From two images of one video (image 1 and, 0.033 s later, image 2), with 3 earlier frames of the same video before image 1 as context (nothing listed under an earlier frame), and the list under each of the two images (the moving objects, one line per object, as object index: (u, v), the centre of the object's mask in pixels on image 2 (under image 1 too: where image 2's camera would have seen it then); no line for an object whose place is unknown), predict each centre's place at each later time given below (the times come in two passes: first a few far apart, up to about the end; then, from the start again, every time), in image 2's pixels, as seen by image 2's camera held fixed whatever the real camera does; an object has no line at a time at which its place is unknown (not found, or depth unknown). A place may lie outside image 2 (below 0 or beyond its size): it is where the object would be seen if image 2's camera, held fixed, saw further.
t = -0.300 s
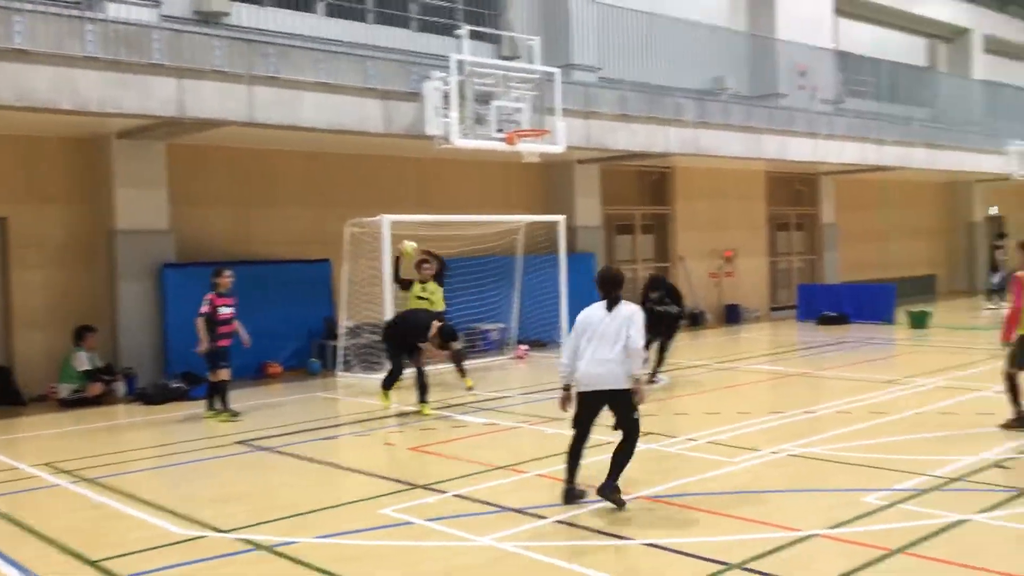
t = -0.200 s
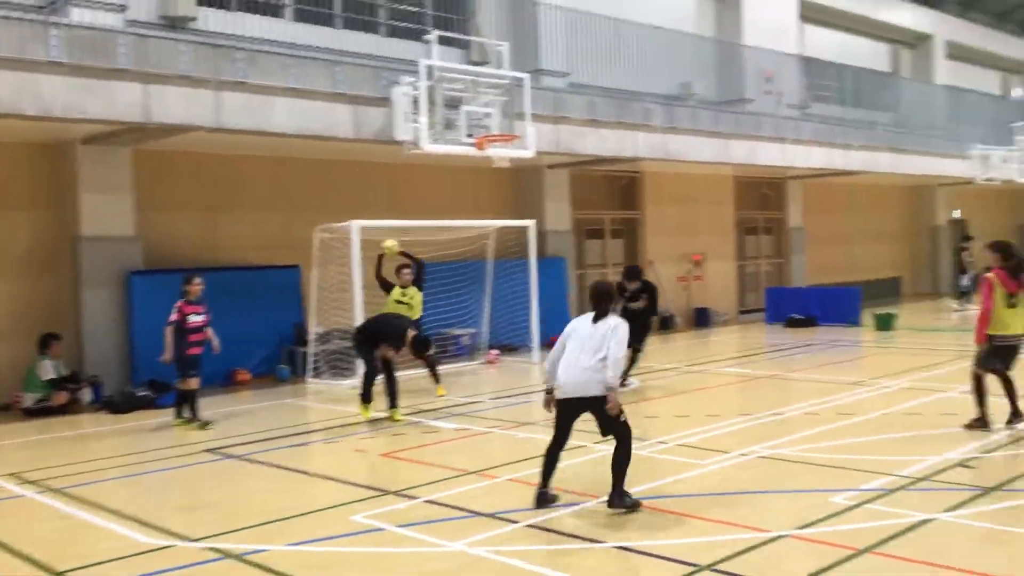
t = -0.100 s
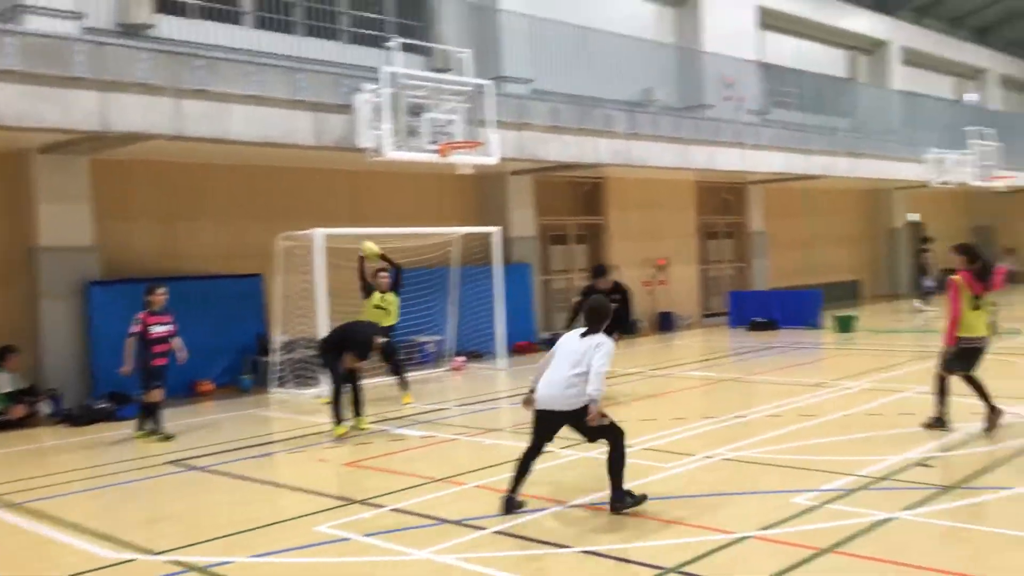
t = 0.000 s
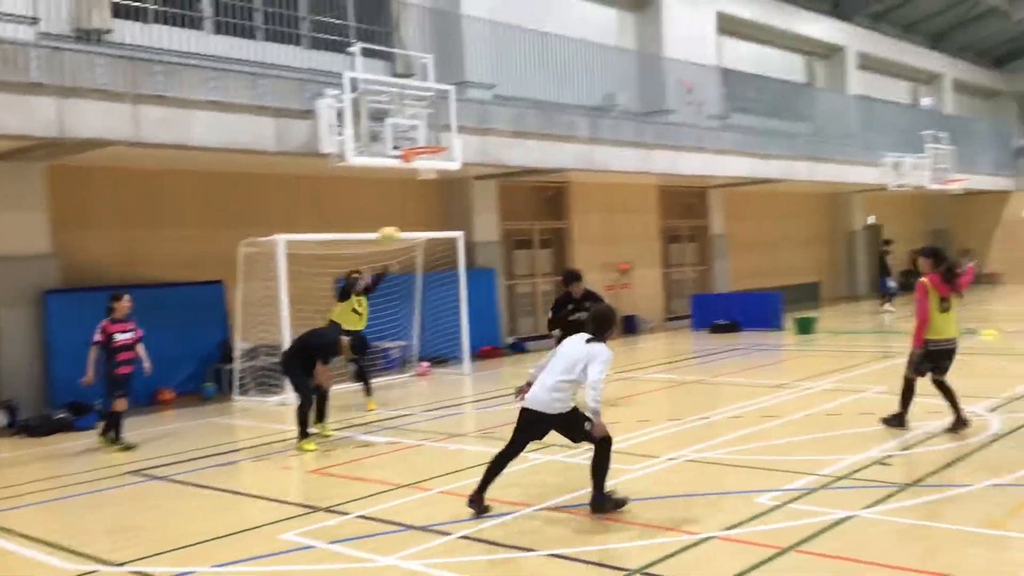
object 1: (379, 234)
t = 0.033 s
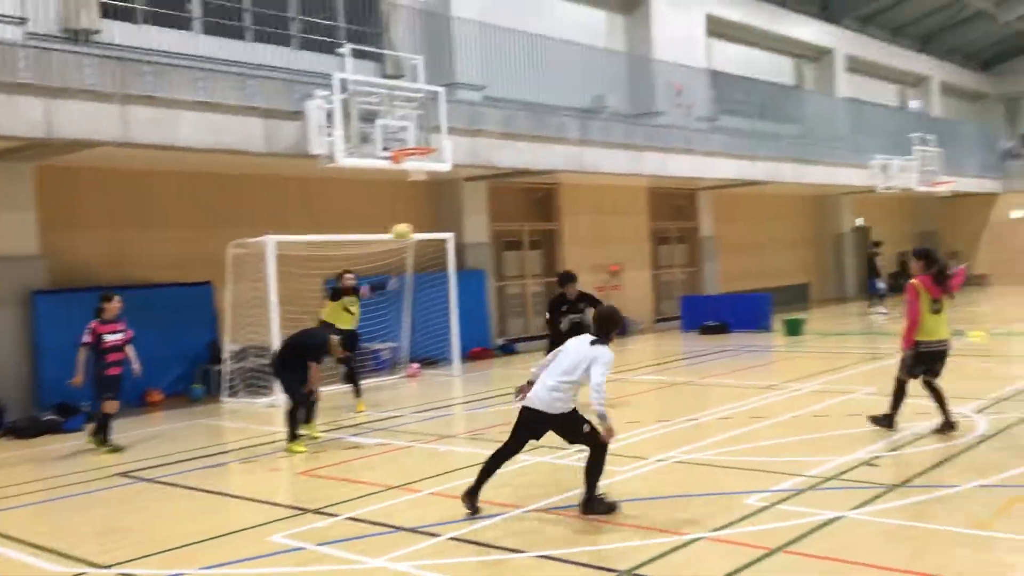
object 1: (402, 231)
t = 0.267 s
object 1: (614, 229)
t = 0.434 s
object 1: (832, 273)
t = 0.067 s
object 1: (428, 229)
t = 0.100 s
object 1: (456, 227)
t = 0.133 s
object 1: (485, 225)
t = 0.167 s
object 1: (514, 228)
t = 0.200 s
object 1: (546, 229)
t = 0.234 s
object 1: (580, 227)
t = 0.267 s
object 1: (614, 229)
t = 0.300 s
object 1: (655, 238)
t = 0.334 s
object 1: (693, 243)
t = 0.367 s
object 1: (735, 247)
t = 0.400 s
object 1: (781, 257)
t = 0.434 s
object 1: (832, 273)
